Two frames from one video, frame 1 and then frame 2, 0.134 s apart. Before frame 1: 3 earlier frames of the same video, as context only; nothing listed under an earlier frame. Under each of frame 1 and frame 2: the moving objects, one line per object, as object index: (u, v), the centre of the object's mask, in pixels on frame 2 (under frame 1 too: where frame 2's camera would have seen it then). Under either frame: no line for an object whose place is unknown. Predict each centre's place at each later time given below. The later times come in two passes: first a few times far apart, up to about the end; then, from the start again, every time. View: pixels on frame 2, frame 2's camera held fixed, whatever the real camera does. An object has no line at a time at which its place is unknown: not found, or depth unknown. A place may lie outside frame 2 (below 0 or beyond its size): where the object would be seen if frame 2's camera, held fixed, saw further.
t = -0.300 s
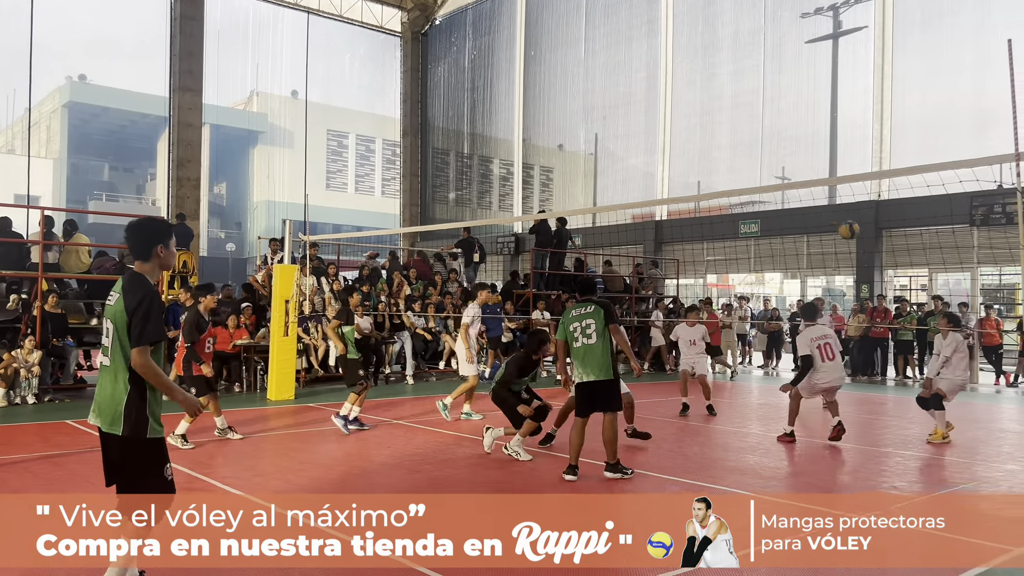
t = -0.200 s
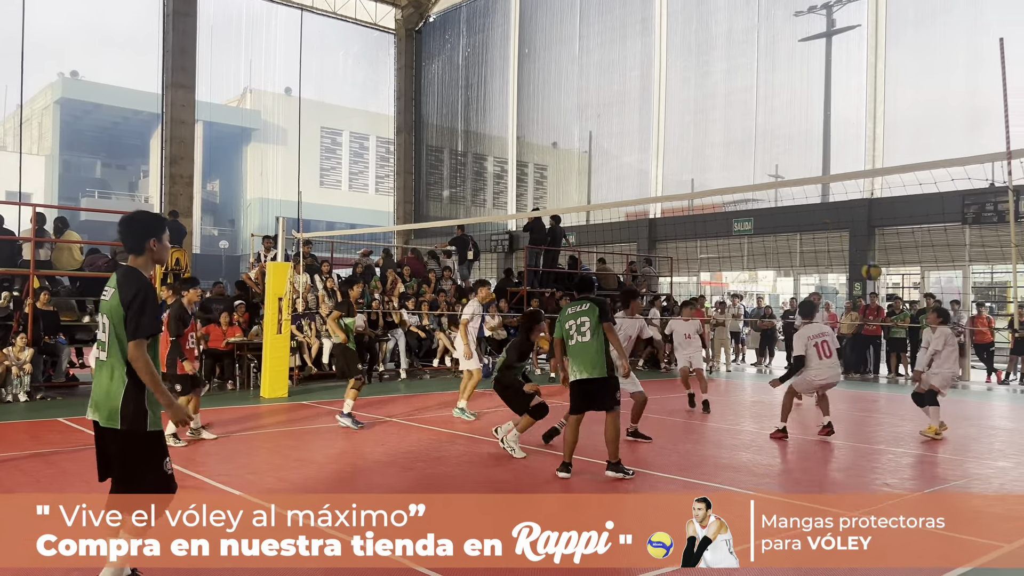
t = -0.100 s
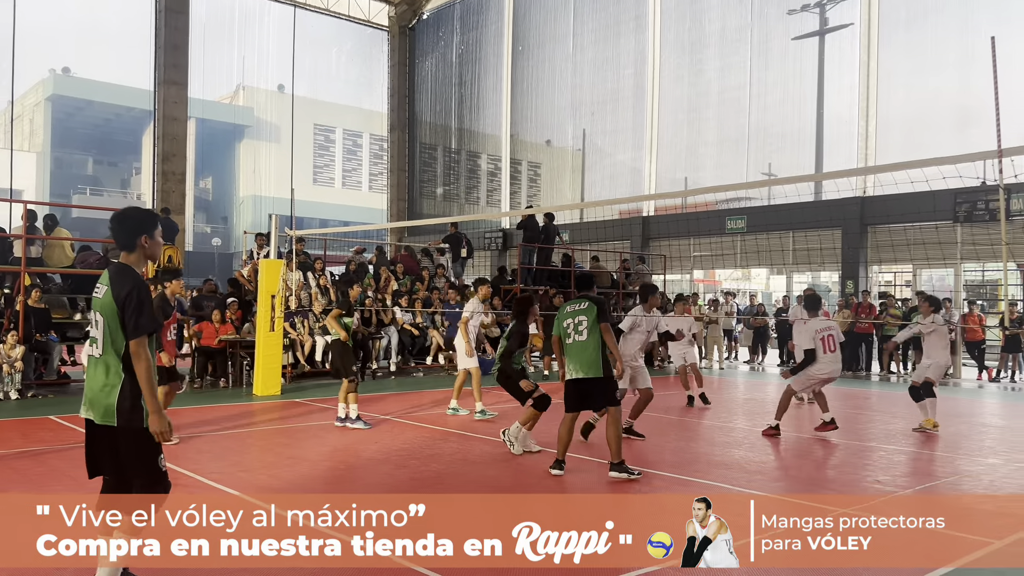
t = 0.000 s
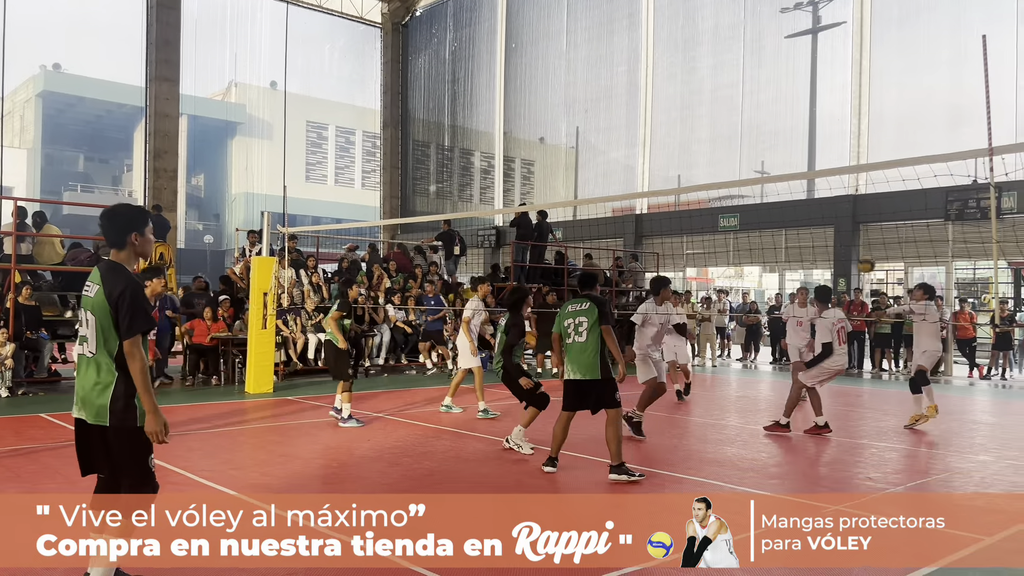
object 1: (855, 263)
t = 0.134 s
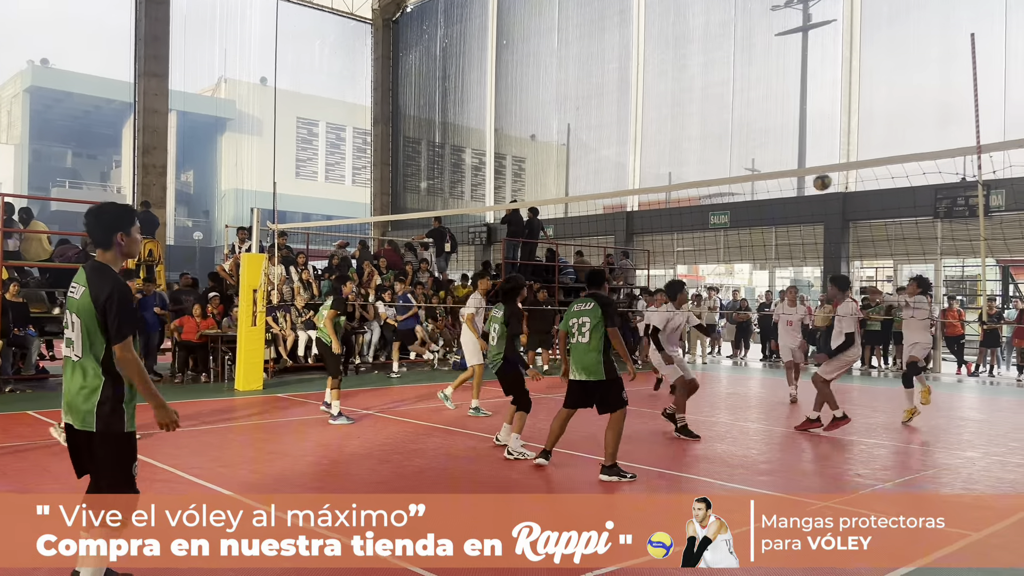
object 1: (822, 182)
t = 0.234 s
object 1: (799, 134)
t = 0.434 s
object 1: (751, 64)
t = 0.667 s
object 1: (697, 26)
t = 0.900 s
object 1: (644, 34)
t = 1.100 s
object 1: (600, 75)
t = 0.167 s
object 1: (814, 162)
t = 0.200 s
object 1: (806, 149)
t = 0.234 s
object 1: (799, 134)
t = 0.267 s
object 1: (791, 119)
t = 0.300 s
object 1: (782, 106)
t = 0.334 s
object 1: (775, 94)
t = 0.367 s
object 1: (767, 83)
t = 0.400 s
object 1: (759, 73)
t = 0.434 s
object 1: (751, 64)
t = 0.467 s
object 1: (743, 55)
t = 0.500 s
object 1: (735, 48)
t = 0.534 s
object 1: (728, 42)
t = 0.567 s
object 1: (720, 37)
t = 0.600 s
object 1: (712, 32)
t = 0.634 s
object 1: (705, 29)
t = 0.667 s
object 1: (697, 26)
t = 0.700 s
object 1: (689, 25)
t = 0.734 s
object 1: (682, 24)
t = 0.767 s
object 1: (674, 24)
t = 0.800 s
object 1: (667, 25)
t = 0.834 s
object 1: (659, 27)
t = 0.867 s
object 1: (652, 30)
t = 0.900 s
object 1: (644, 34)
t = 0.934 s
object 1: (636, 39)
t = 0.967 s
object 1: (629, 44)
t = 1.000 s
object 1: (622, 50)
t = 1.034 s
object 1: (614, 58)
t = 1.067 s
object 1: (607, 66)
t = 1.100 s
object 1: (600, 75)
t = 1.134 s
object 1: (593, 85)
